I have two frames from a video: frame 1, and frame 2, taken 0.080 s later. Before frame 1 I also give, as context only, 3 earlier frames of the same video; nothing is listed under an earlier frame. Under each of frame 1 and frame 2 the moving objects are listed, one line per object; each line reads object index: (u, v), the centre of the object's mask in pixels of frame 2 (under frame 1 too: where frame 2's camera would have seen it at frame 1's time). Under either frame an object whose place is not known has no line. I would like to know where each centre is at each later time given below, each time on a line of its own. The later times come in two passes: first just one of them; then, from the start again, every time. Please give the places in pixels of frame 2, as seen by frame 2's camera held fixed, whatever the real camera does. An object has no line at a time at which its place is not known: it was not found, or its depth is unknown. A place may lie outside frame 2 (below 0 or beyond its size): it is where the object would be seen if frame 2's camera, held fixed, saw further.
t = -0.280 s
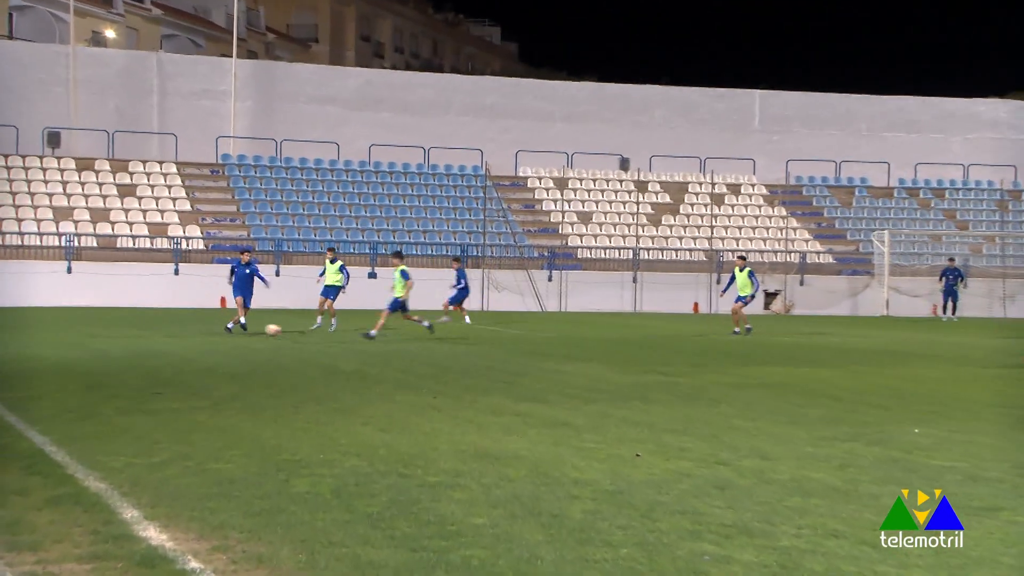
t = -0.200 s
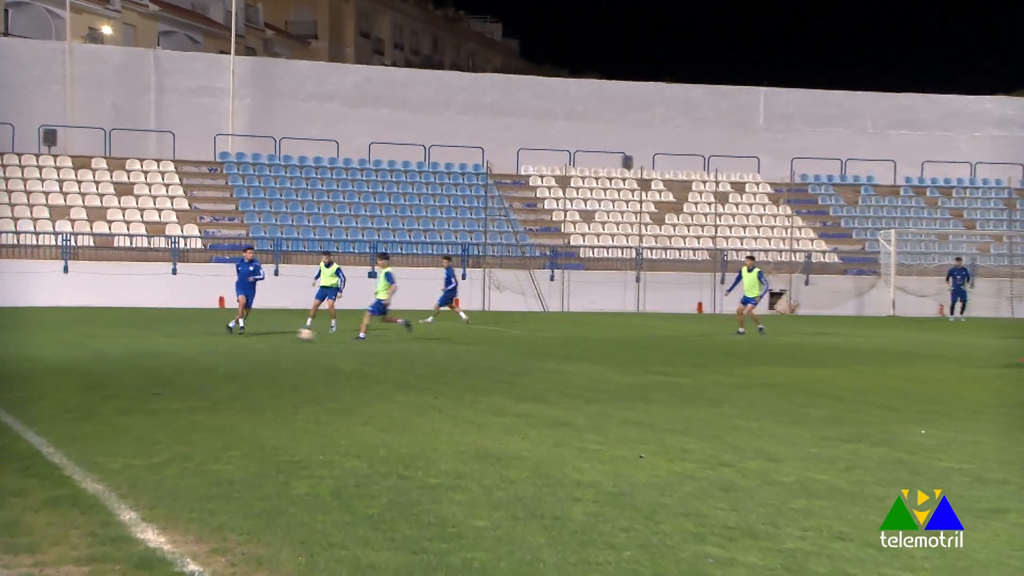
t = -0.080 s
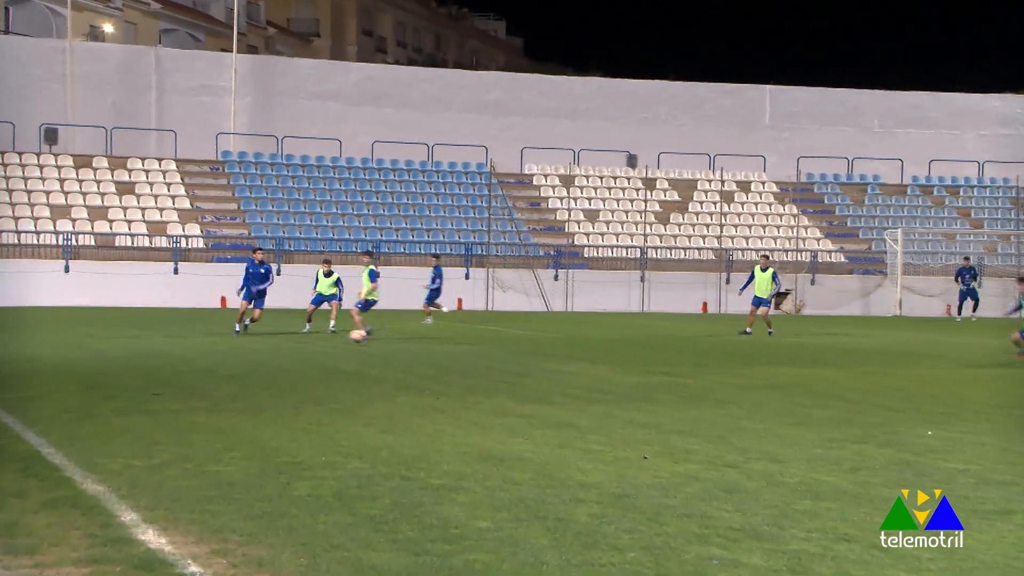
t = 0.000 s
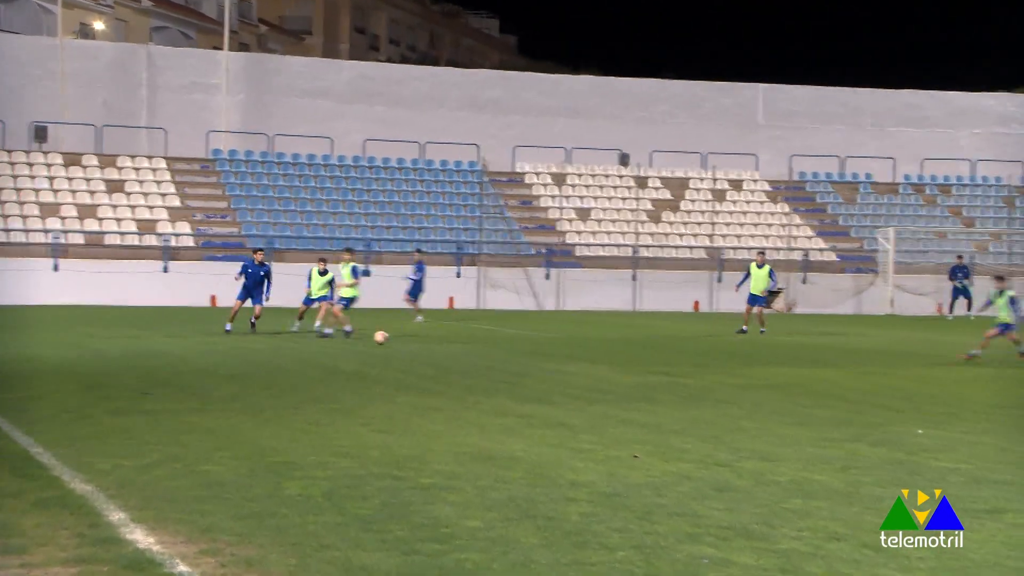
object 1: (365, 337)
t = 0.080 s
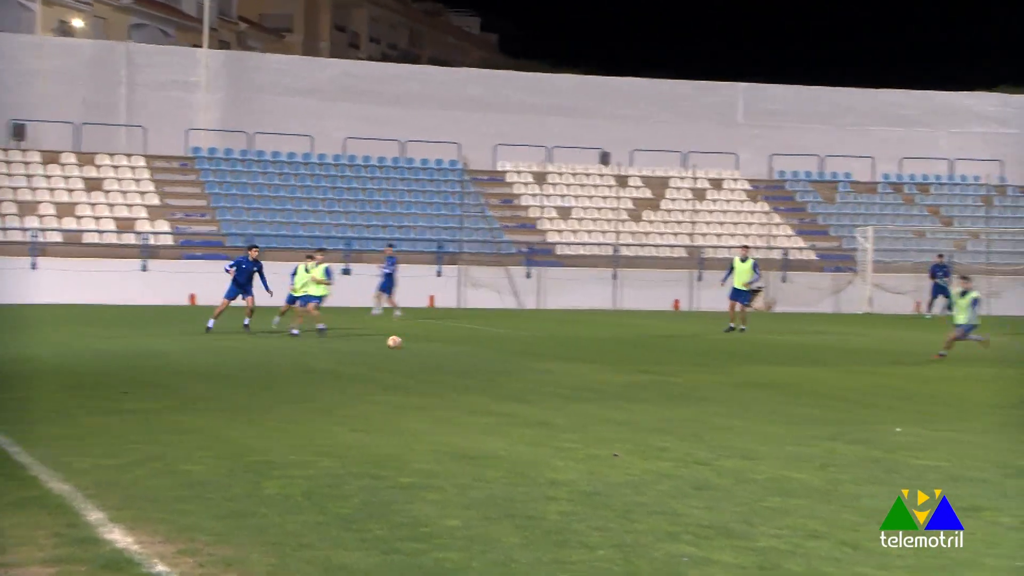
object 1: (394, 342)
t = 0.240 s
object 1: (449, 344)
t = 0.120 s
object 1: (407, 342)
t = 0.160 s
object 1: (422, 341)
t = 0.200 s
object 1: (435, 342)
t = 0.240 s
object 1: (449, 344)
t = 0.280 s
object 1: (462, 348)
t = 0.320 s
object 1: (477, 348)
